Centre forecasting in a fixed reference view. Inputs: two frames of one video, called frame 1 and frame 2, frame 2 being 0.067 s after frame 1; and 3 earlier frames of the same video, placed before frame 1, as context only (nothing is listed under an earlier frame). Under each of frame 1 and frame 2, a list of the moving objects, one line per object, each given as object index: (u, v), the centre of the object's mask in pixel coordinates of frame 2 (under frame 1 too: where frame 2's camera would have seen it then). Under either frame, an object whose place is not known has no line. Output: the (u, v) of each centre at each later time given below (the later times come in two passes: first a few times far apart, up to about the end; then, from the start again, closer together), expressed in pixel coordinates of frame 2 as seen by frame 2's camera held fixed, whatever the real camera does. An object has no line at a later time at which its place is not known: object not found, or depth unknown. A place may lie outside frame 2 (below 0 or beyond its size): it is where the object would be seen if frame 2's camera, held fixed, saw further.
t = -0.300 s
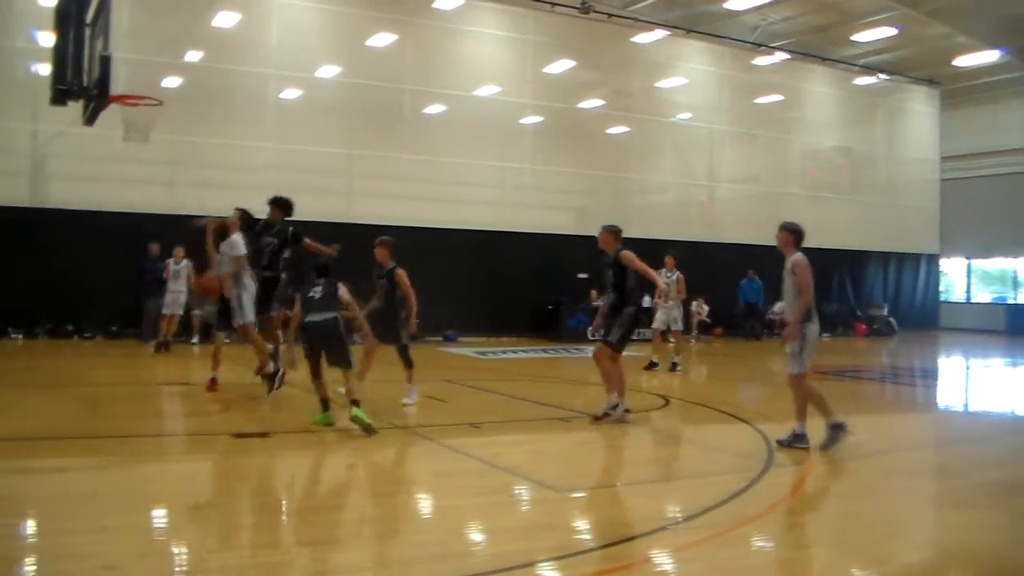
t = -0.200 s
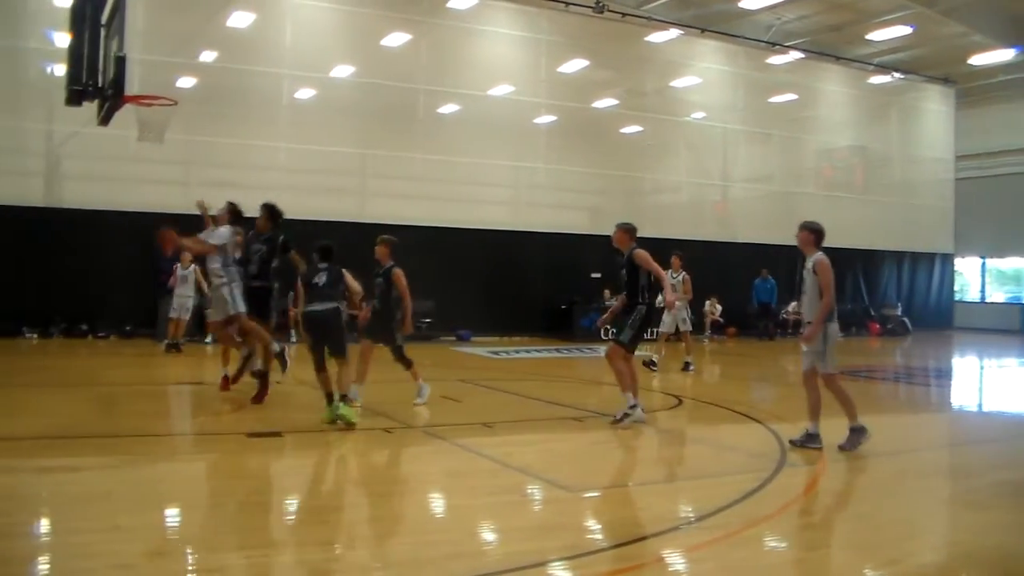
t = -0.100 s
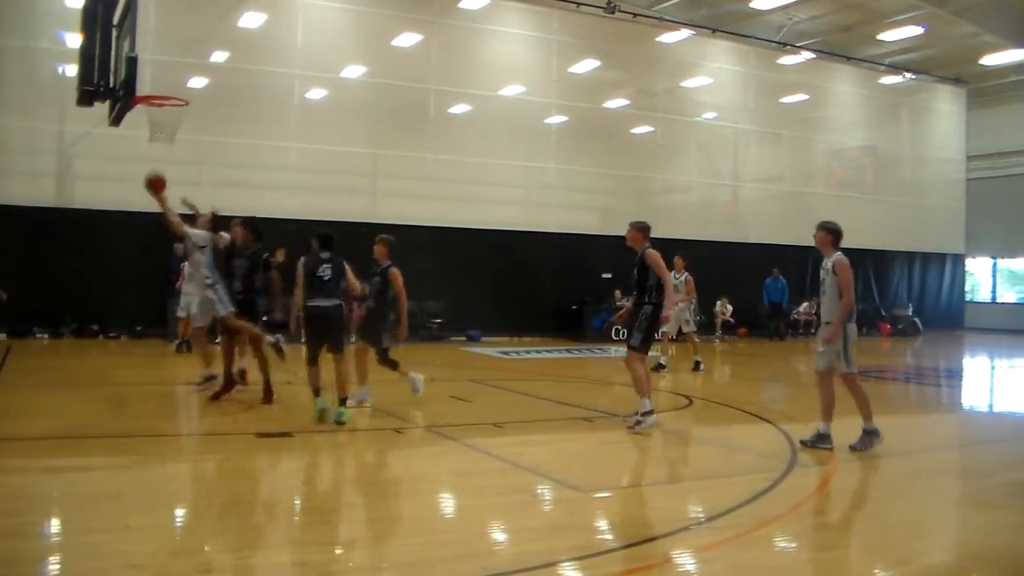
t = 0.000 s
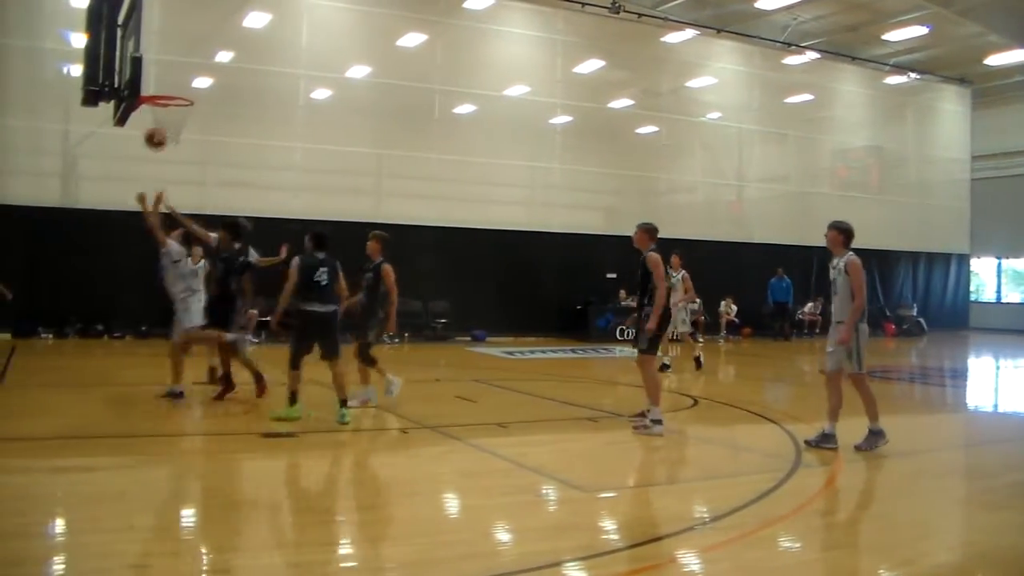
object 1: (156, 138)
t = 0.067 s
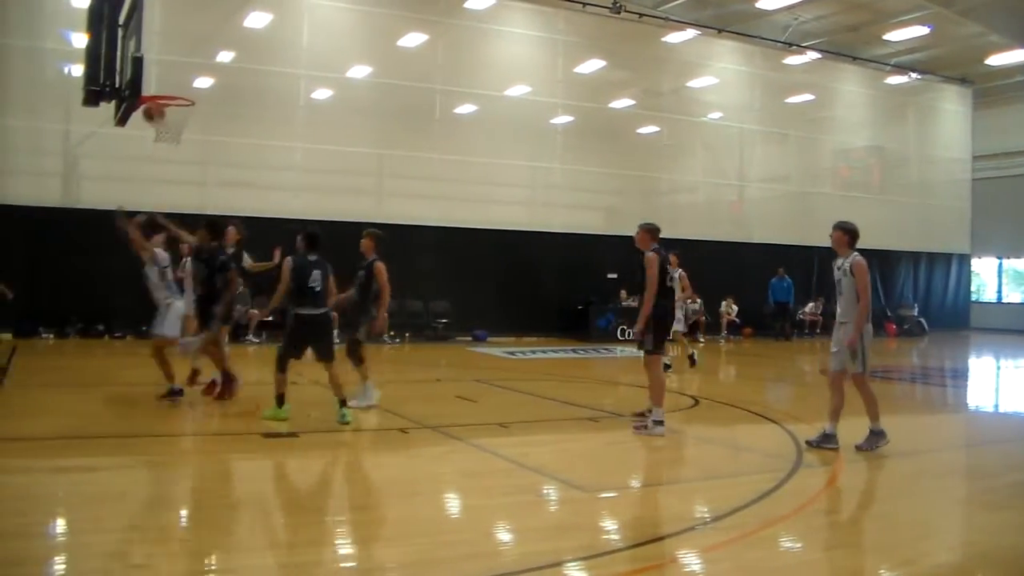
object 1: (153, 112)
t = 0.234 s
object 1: (149, 63)
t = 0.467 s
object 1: (156, 46)
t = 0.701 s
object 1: (175, 87)
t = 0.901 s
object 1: (190, 170)
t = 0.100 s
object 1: (151, 102)
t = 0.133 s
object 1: (152, 87)
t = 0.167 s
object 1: (151, 80)
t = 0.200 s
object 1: (150, 71)
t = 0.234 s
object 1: (149, 63)
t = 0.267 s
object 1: (148, 56)
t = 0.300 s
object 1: (147, 50)
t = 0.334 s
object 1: (149, 47)
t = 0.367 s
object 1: (150, 45)
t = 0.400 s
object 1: (151, 45)
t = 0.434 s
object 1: (153, 45)
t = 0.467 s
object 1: (156, 46)
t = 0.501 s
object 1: (159, 49)
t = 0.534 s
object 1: (162, 52)
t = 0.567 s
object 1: (164, 57)
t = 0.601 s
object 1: (167, 63)
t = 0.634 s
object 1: (169, 69)
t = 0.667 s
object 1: (172, 78)
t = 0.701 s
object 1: (175, 87)
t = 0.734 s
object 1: (178, 97)
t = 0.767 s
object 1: (180, 110)
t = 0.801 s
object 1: (183, 122)
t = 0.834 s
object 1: (185, 137)
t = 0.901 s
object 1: (190, 170)
